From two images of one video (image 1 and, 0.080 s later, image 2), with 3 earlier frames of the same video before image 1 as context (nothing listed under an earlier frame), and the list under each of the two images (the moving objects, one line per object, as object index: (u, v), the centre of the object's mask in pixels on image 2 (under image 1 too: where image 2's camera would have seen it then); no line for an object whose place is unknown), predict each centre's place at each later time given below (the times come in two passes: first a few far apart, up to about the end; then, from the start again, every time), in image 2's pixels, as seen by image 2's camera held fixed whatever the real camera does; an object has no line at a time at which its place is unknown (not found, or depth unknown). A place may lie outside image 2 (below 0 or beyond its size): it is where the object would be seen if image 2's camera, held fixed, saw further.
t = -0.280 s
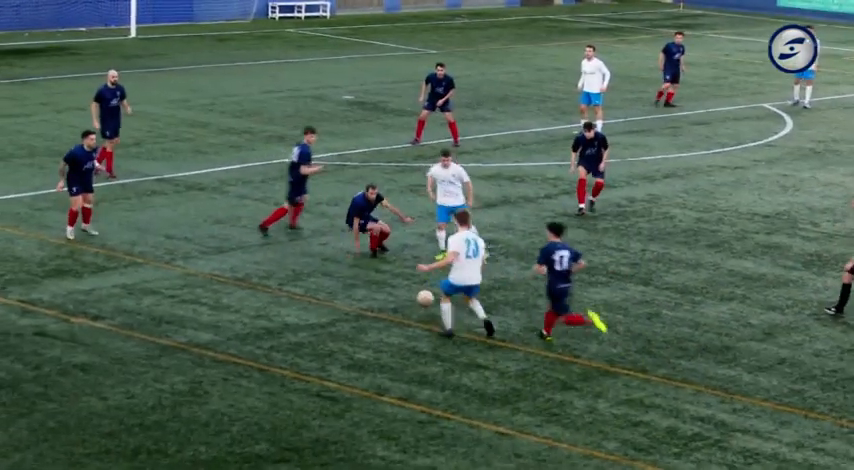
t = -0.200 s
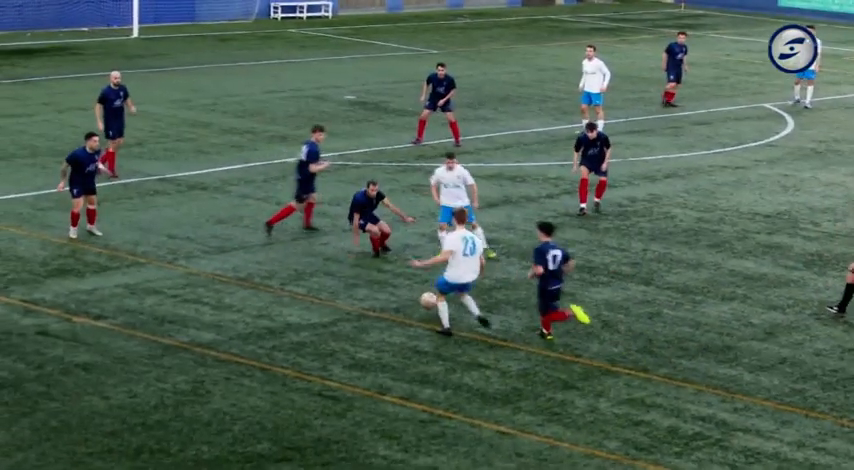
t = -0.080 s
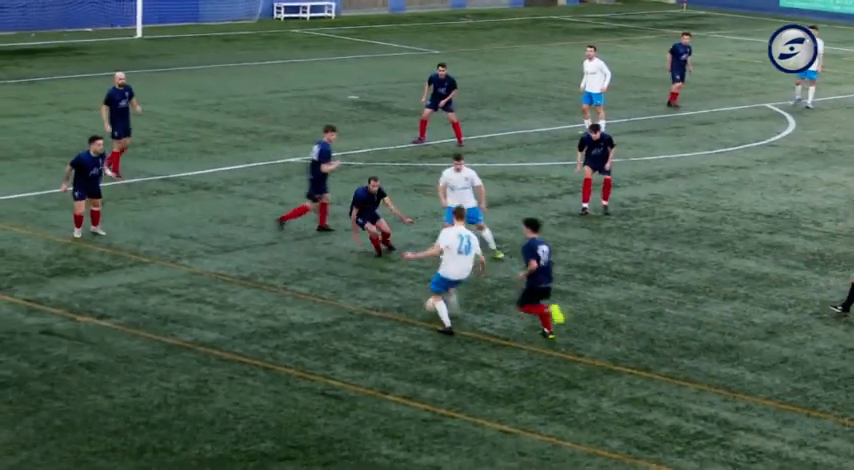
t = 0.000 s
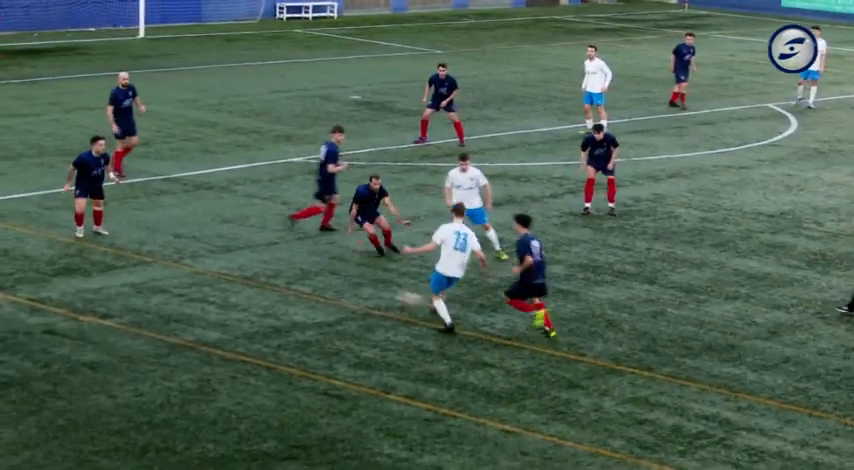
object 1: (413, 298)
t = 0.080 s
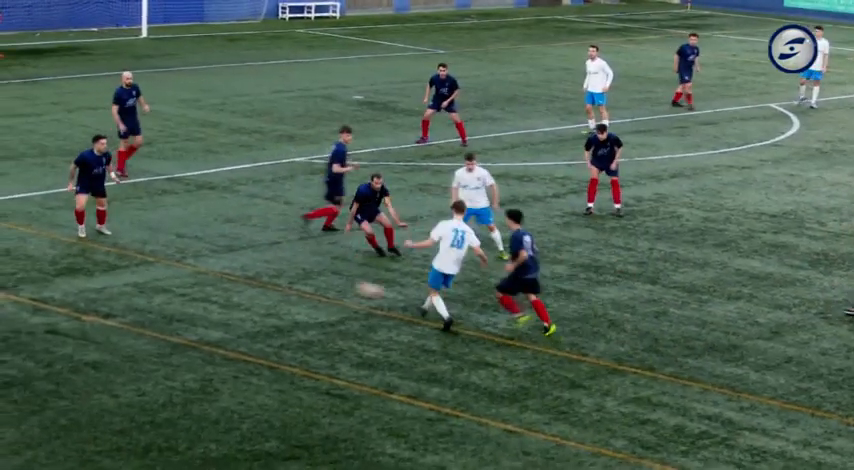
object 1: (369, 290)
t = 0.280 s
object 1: (262, 270)
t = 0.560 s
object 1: (117, 259)
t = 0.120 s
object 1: (349, 285)
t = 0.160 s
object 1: (329, 281)
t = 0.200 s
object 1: (305, 277)
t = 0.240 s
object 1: (285, 274)
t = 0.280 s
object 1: (262, 270)
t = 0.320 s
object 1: (242, 268)
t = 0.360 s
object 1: (222, 266)
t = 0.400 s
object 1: (201, 263)
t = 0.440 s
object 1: (181, 262)
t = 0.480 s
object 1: (159, 260)
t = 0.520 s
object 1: (139, 259)
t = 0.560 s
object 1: (117, 259)
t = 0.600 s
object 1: (97, 259)
